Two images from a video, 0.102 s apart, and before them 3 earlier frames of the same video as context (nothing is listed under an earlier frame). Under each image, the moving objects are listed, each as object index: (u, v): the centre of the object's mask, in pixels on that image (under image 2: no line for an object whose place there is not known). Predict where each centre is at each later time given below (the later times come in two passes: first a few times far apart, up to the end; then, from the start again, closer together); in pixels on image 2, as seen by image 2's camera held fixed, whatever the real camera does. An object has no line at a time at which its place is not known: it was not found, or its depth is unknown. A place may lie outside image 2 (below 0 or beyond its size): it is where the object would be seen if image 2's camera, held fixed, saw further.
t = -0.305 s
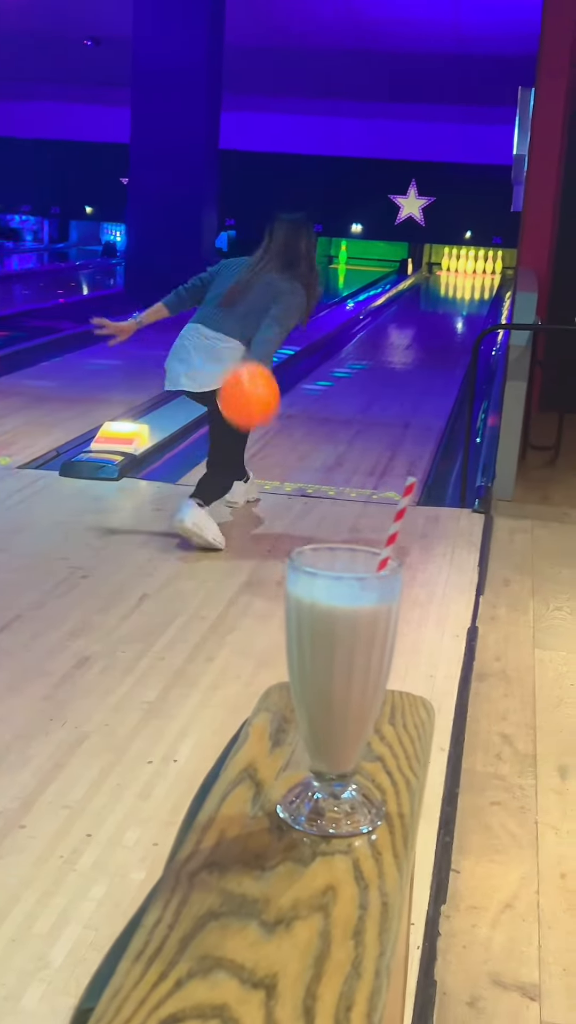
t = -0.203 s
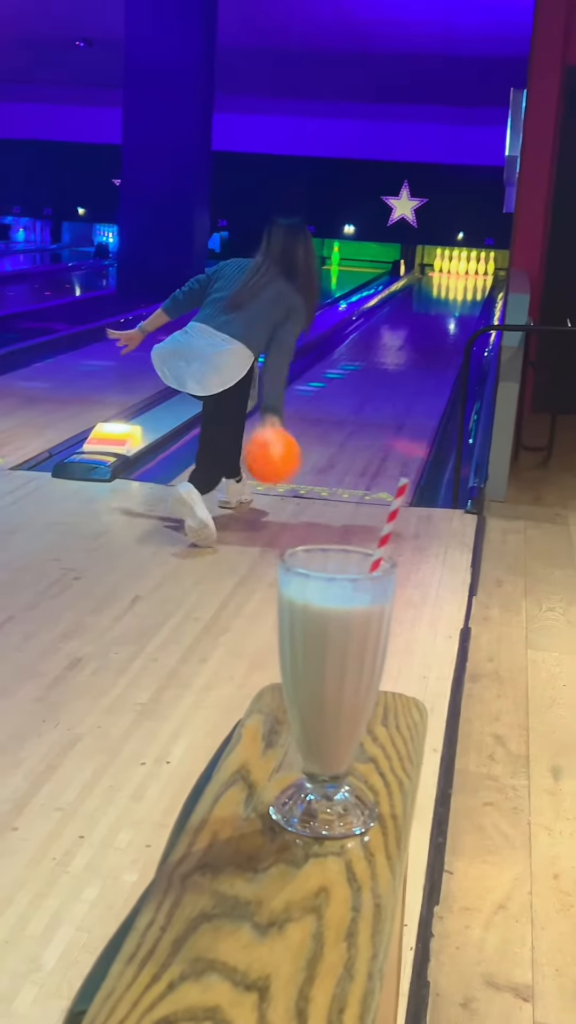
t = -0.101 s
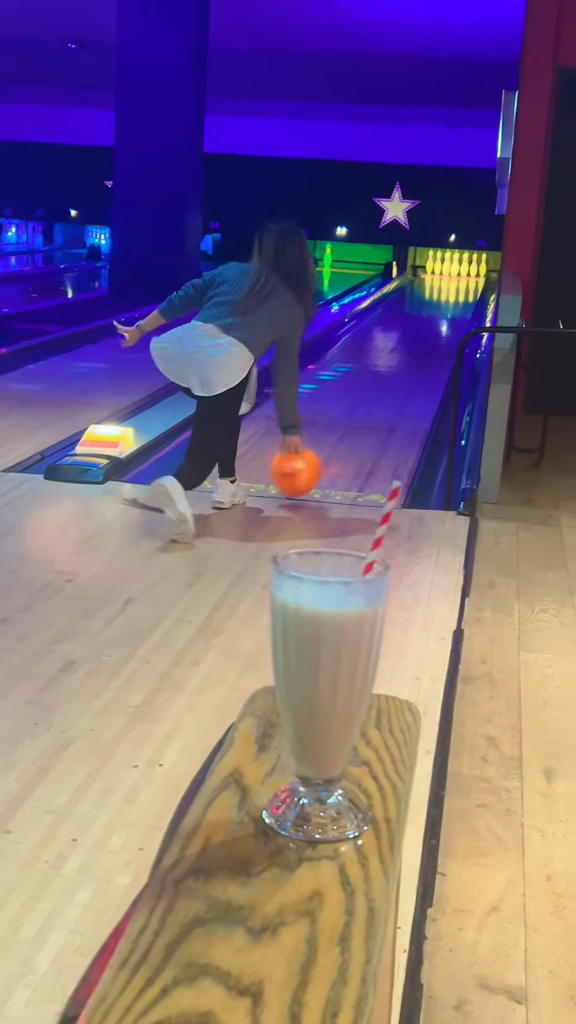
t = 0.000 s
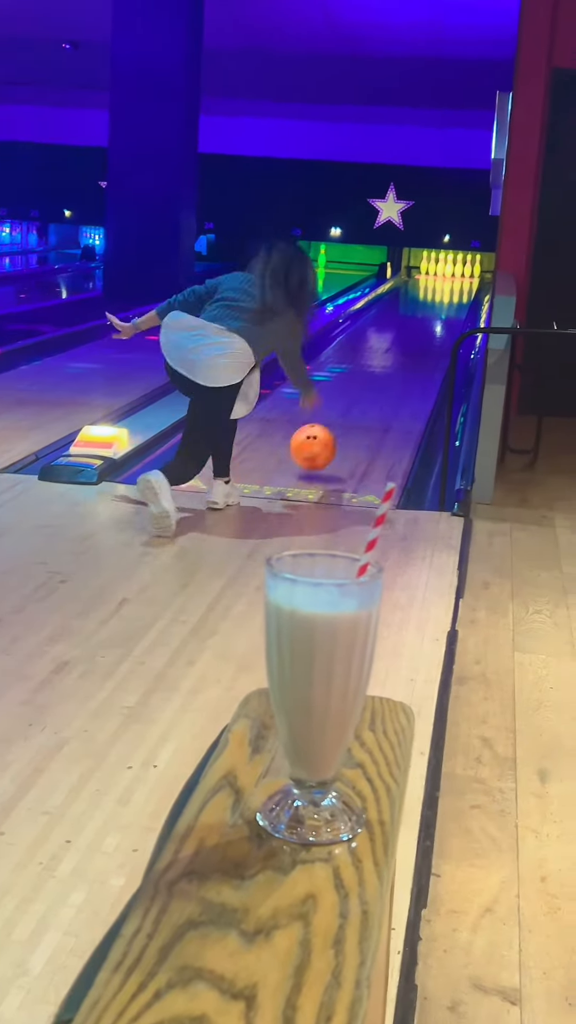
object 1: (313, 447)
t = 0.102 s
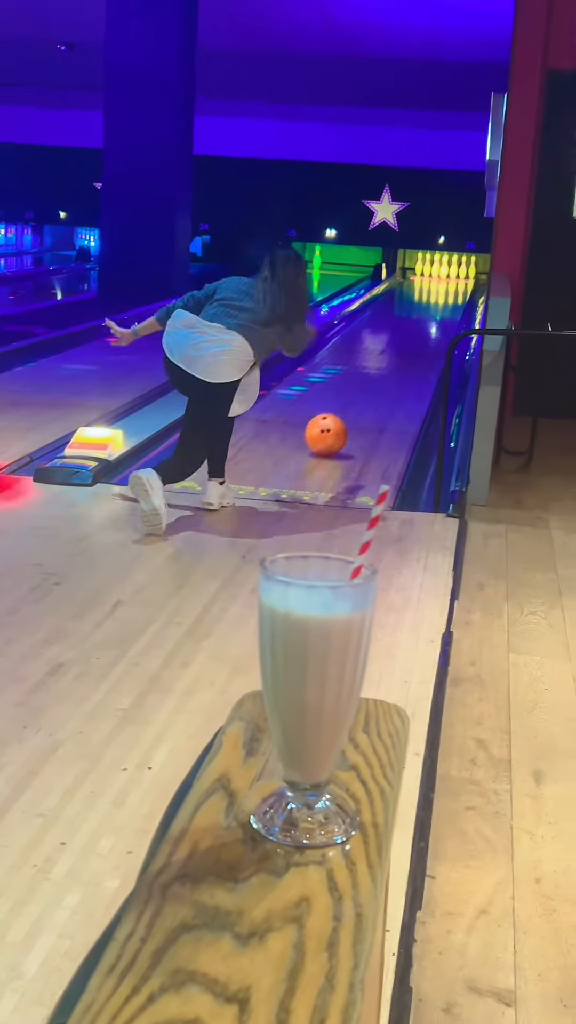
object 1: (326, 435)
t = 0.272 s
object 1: (351, 406)
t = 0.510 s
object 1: (376, 377)
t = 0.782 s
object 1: (398, 352)
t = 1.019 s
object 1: (411, 337)
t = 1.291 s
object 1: (422, 322)
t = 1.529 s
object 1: (429, 313)
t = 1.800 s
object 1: (436, 305)
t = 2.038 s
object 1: (448, 293)
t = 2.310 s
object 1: (450, 289)
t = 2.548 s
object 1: (447, 287)
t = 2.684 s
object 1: (449, 284)
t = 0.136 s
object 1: (331, 429)
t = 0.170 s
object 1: (336, 423)
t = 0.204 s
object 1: (342, 418)
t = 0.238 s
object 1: (346, 412)
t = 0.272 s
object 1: (351, 406)
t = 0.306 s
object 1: (355, 402)
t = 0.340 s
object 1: (359, 397)
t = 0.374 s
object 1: (363, 393)
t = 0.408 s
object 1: (367, 389)
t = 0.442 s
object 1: (370, 385)
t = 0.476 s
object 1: (373, 381)
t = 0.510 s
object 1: (376, 377)
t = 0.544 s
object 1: (379, 374)
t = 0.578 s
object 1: (382, 372)
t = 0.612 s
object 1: (385, 368)
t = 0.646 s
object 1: (388, 365)
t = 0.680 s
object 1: (390, 362)
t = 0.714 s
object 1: (392, 359)
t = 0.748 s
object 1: (396, 354)
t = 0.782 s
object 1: (398, 352)
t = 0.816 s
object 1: (400, 349)
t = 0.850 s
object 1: (402, 347)
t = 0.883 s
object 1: (404, 345)
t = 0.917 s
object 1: (407, 343)
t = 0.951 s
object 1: (408, 340)
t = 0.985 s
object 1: (410, 339)
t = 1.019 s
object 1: (411, 337)
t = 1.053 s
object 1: (413, 334)
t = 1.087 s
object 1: (414, 333)
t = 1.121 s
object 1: (415, 331)
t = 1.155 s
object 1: (417, 329)
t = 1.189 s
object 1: (418, 327)
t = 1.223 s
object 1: (420, 325)
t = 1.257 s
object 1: (421, 324)
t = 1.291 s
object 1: (422, 322)
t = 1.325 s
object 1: (423, 321)
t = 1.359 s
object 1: (424, 319)
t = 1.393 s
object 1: (425, 318)
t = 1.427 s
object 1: (426, 317)
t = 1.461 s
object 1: (427, 315)
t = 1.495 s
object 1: (428, 314)
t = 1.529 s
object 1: (429, 313)
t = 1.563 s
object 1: (430, 312)
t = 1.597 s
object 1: (431, 311)
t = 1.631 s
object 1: (432, 309)
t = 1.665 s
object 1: (433, 308)
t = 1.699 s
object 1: (434, 308)
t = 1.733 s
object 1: (435, 306)
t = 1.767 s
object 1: (435, 306)
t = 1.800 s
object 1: (436, 305)
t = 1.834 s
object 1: (436, 304)
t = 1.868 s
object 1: (437, 303)
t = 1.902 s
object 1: (438, 302)
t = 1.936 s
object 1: (440, 301)
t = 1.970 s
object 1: (445, 298)
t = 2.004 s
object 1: (447, 295)
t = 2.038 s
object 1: (448, 293)
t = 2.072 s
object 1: (450, 293)
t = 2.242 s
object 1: (451, 289)
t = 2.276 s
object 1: (451, 289)
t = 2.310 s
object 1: (450, 289)
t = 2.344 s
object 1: (449, 289)
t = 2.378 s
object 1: (448, 289)
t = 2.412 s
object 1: (445, 290)
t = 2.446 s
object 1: (445, 289)
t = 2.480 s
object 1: (446, 289)
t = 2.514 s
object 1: (446, 288)
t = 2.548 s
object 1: (447, 287)
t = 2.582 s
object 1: (448, 286)
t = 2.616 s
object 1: (448, 286)
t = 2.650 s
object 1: (449, 285)
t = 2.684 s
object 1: (449, 284)
